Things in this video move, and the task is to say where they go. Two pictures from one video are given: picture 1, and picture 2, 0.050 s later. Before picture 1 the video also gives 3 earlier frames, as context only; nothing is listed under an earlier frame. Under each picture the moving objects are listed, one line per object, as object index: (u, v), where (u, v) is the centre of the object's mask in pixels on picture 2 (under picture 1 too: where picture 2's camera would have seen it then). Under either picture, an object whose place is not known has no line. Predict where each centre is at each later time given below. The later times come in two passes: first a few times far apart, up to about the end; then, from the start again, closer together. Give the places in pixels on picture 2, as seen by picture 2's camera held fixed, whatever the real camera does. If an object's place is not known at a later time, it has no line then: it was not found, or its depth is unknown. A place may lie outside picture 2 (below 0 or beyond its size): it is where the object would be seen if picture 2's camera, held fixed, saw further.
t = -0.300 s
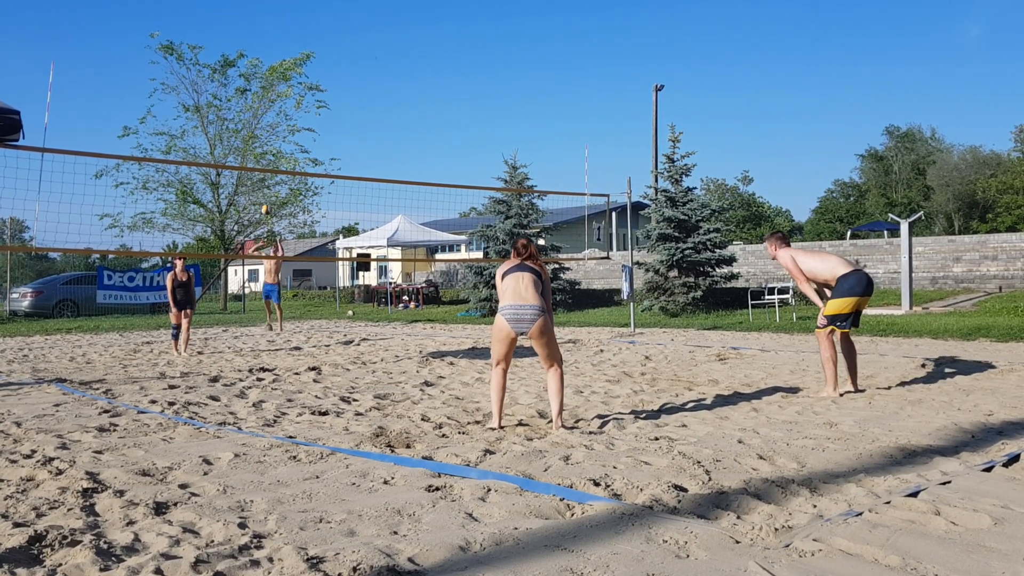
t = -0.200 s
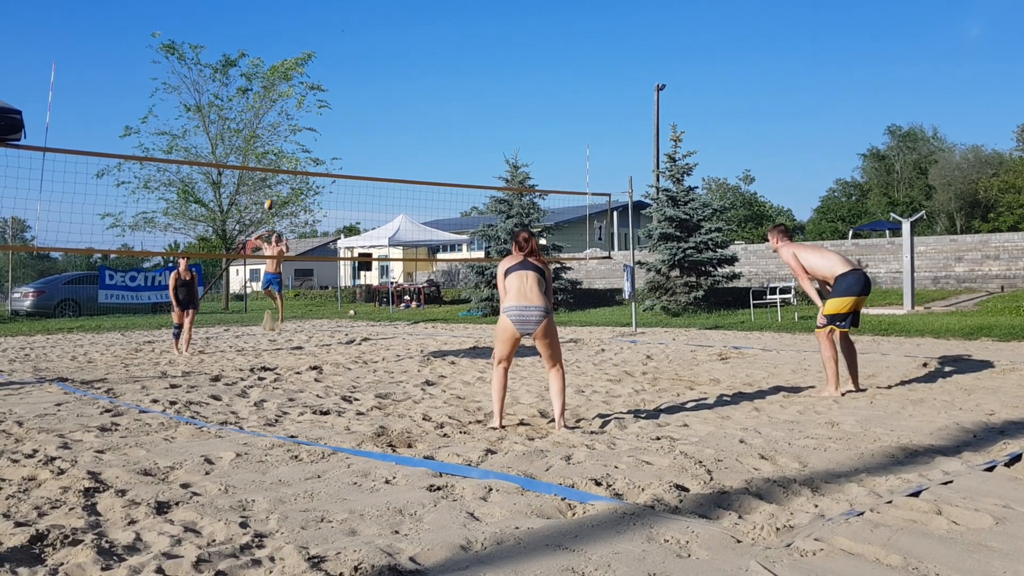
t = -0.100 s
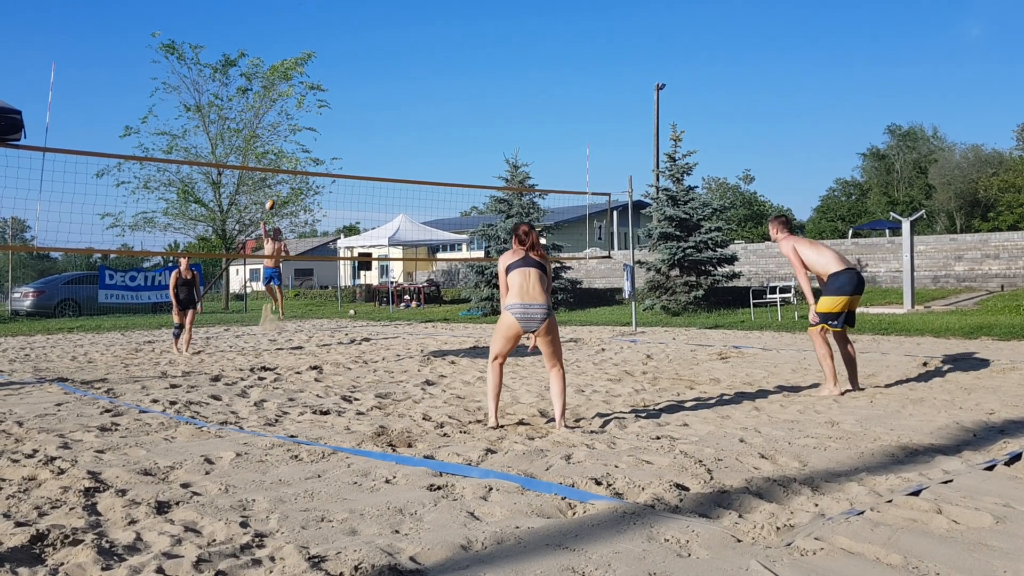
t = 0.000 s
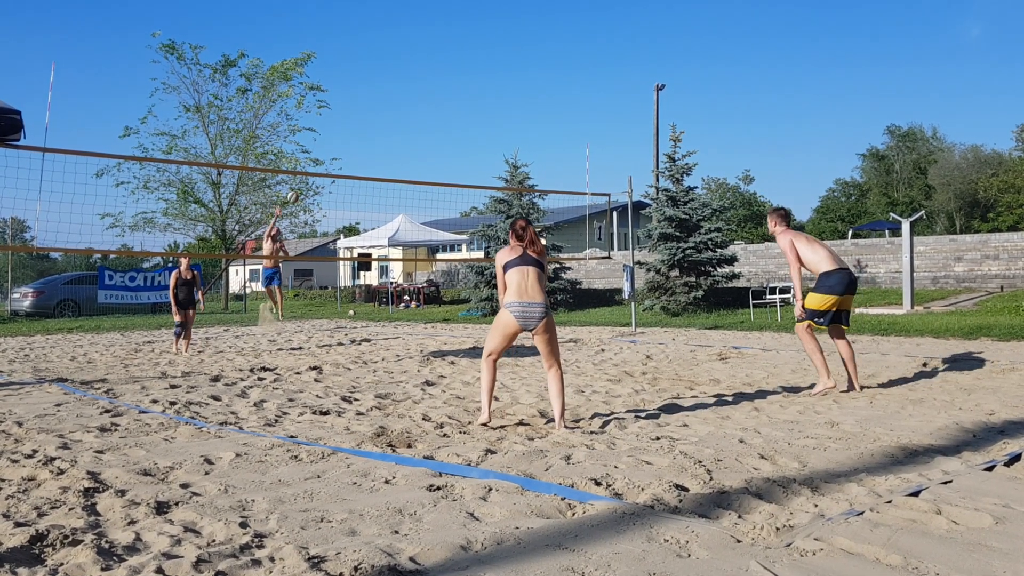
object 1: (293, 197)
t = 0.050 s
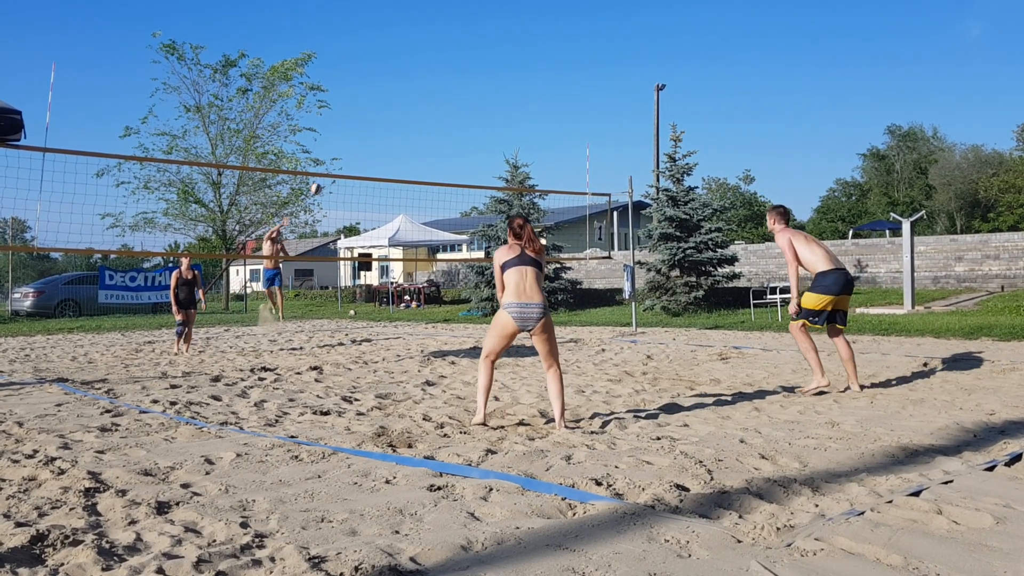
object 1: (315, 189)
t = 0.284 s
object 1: (430, 159)
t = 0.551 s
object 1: (586, 153)
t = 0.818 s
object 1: (778, 195)
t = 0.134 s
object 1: (355, 174)
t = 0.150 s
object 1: (363, 172)
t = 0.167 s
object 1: (371, 171)
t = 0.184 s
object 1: (379, 169)
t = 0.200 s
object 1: (387, 167)
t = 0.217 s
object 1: (395, 165)
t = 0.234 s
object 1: (404, 164)
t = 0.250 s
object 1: (412, 162)
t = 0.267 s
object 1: (421, 160)
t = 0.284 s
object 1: (430, 159)
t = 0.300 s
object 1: (439, 158)
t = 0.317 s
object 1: (448, 157)
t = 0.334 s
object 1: (457, 155)
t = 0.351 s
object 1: (466, 155)
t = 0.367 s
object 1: (476, 154)
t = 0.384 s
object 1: (485, 153)
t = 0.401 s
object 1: (494, 152)
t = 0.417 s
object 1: (504, 152)
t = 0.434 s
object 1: (513, 152)
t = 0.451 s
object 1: (523, 151)
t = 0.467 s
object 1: (533, 151)
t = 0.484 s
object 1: (544, 151)
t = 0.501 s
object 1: (553, 151)
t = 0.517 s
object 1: (565, 151)
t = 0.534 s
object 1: (575, 152)
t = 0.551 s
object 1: (586, 153)
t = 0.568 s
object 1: (596, 153)
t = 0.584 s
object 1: (607, 155)
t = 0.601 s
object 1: (618, 156)
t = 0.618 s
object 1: (629, 158)
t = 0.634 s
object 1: (641, 159)
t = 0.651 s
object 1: (652, 162)
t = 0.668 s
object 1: (664, 163)
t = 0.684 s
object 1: (676, 166)
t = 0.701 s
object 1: (689, 168)
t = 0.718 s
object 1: (701, 171)
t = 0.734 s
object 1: (713, 175)
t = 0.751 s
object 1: (726, 178)
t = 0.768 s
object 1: (738, 182)
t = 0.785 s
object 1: (752, 186)
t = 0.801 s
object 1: (765, 191)
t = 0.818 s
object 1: (778, 195)
